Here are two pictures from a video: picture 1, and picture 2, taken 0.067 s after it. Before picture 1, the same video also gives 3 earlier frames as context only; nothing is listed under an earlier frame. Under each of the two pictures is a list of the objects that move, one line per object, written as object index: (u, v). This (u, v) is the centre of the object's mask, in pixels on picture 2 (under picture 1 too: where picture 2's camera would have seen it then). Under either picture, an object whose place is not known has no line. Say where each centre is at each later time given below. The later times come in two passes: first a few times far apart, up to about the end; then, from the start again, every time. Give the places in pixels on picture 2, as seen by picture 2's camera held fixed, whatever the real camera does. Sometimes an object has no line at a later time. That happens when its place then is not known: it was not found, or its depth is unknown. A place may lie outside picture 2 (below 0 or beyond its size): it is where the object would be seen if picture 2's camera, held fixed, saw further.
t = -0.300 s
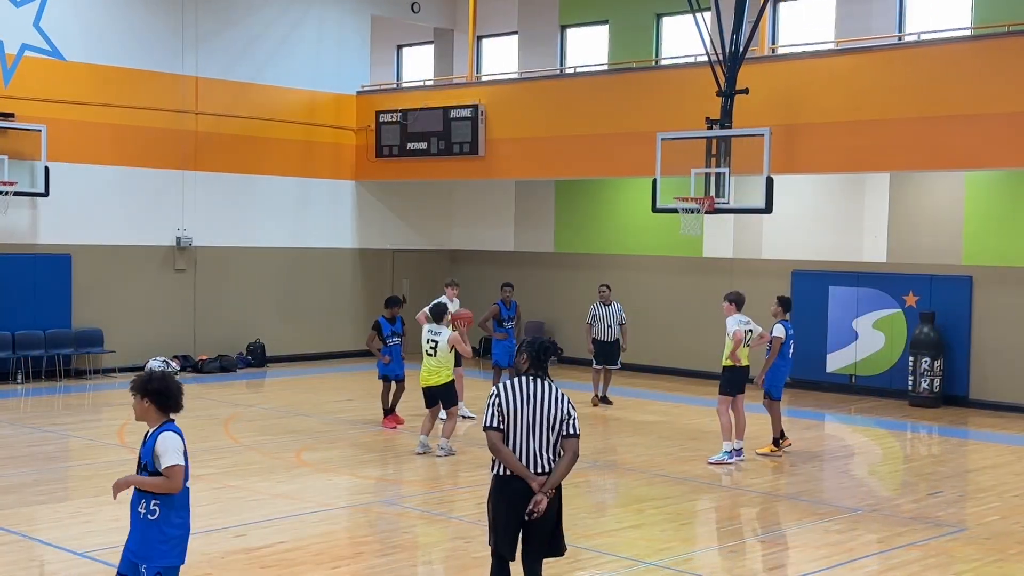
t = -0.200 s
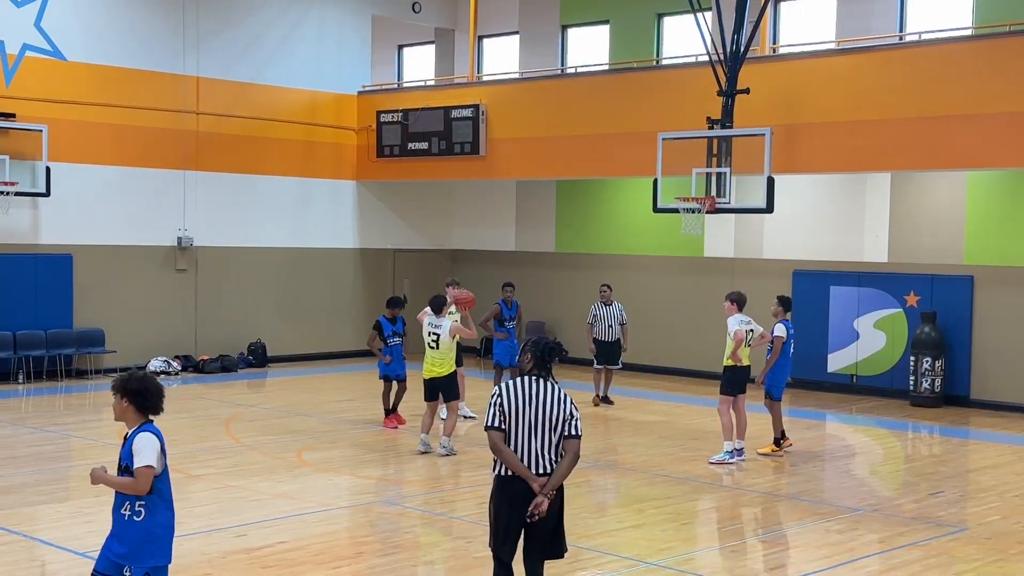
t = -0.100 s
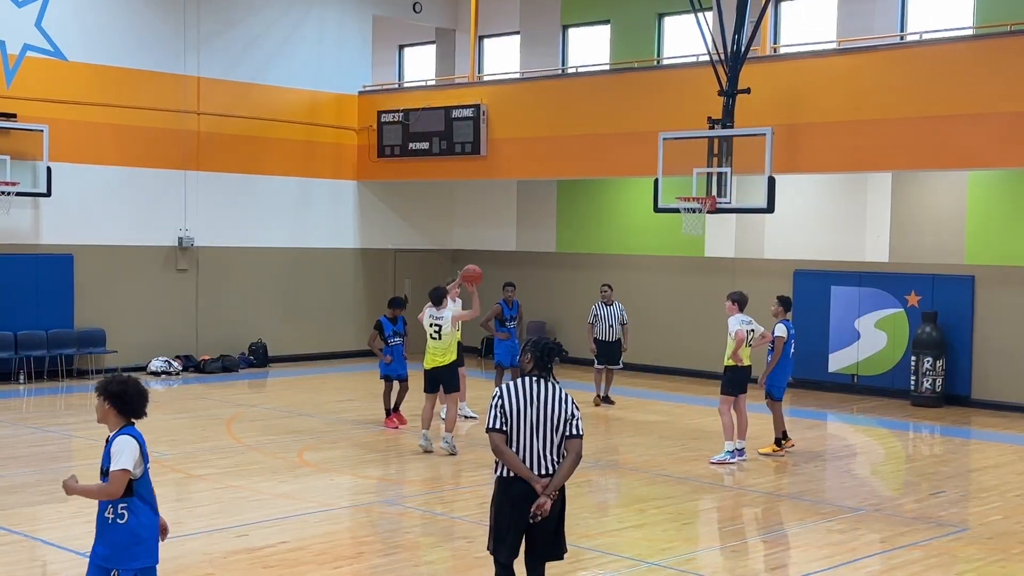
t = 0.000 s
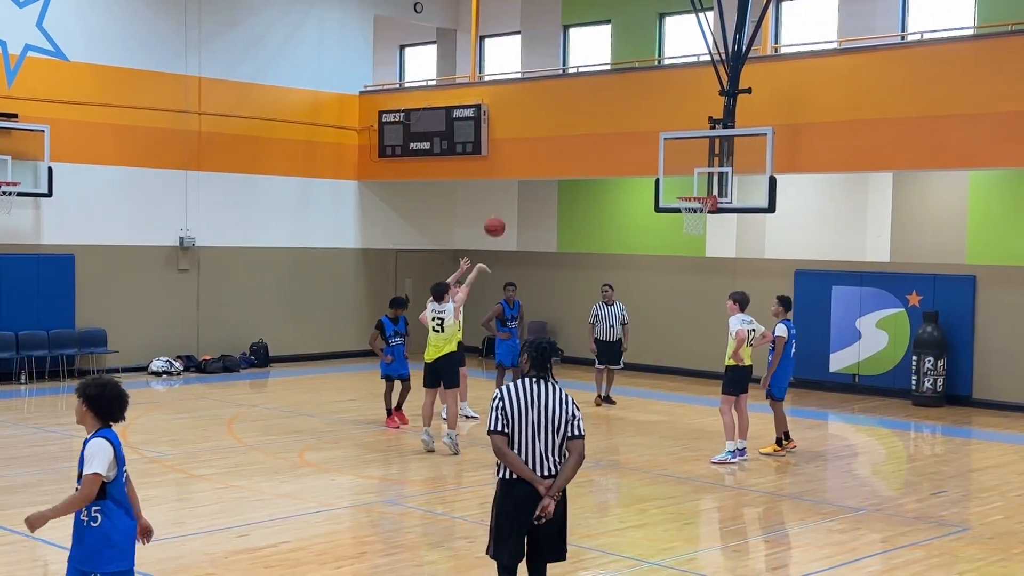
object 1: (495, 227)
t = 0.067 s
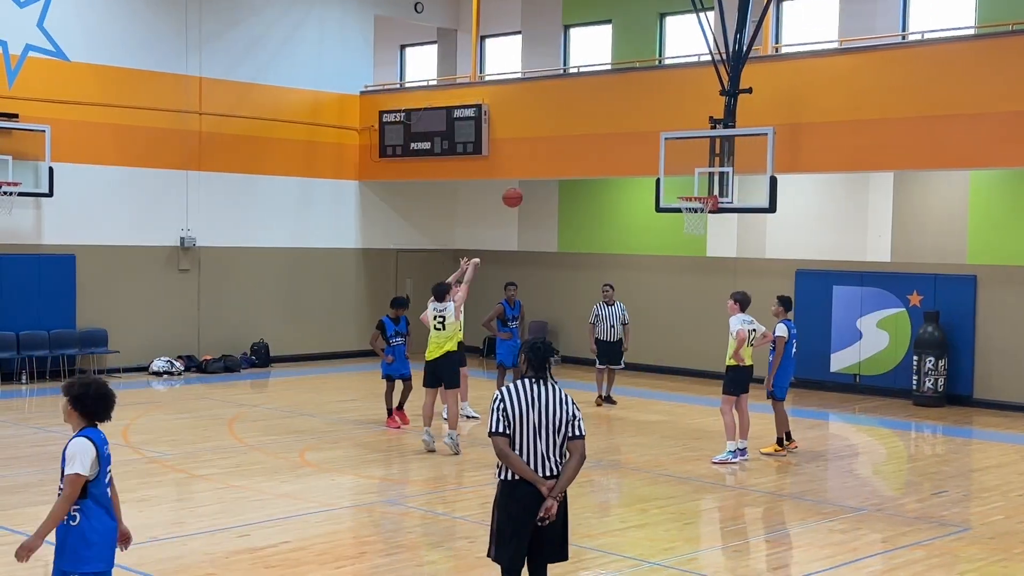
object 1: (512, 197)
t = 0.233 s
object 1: (552, 142)
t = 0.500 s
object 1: (611, 104)
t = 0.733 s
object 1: (657, 118)
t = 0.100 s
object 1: (520, 185)
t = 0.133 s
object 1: (529, 172)
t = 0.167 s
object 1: (537, 161)
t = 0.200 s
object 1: (544, 151)
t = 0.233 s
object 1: (552, 142)
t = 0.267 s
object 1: (560, 134)
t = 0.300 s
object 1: (567, 126)
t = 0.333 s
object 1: (575, 120)
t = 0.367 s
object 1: (582, 115)
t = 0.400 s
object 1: (590, 111)
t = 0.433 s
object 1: (597, 108)
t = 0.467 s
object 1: (604, 105)
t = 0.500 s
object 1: (611, 104)
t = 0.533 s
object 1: (618, 103)
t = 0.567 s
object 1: (624, 104)
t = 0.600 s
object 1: (631, 105)
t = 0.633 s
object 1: (637, 106)
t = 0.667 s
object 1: (644, 110)
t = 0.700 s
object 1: (650, 113)
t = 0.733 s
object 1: (657, 118)
